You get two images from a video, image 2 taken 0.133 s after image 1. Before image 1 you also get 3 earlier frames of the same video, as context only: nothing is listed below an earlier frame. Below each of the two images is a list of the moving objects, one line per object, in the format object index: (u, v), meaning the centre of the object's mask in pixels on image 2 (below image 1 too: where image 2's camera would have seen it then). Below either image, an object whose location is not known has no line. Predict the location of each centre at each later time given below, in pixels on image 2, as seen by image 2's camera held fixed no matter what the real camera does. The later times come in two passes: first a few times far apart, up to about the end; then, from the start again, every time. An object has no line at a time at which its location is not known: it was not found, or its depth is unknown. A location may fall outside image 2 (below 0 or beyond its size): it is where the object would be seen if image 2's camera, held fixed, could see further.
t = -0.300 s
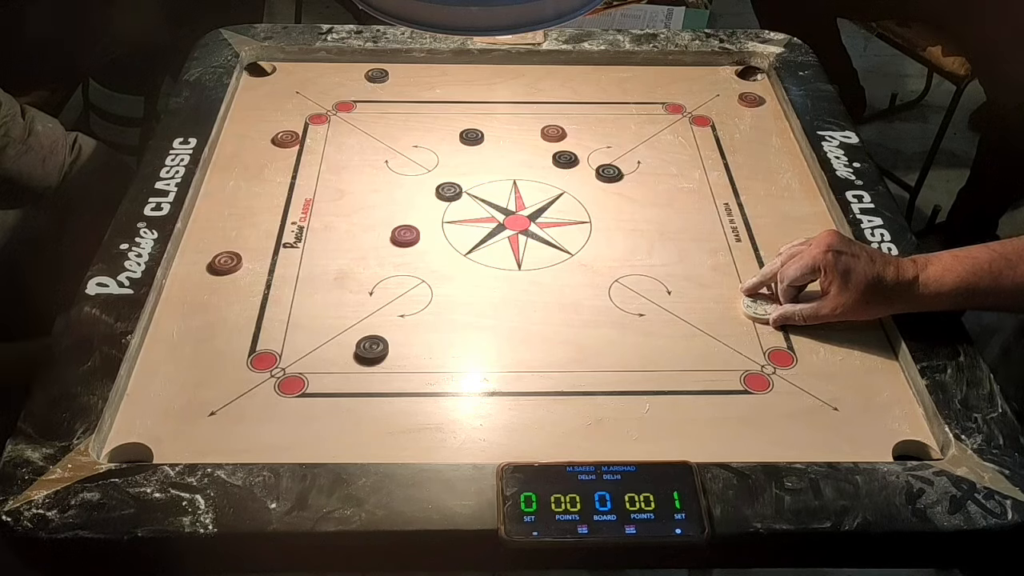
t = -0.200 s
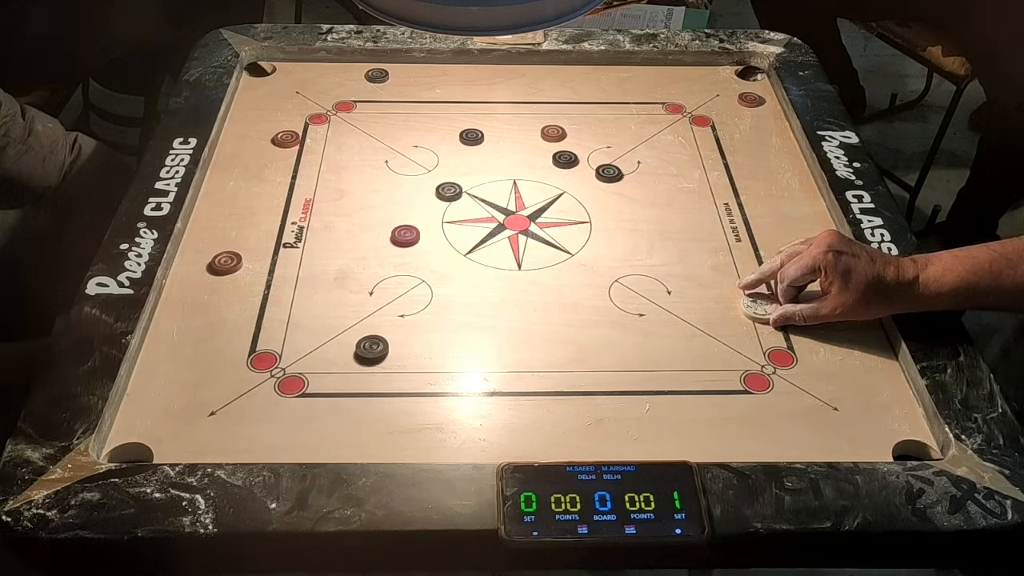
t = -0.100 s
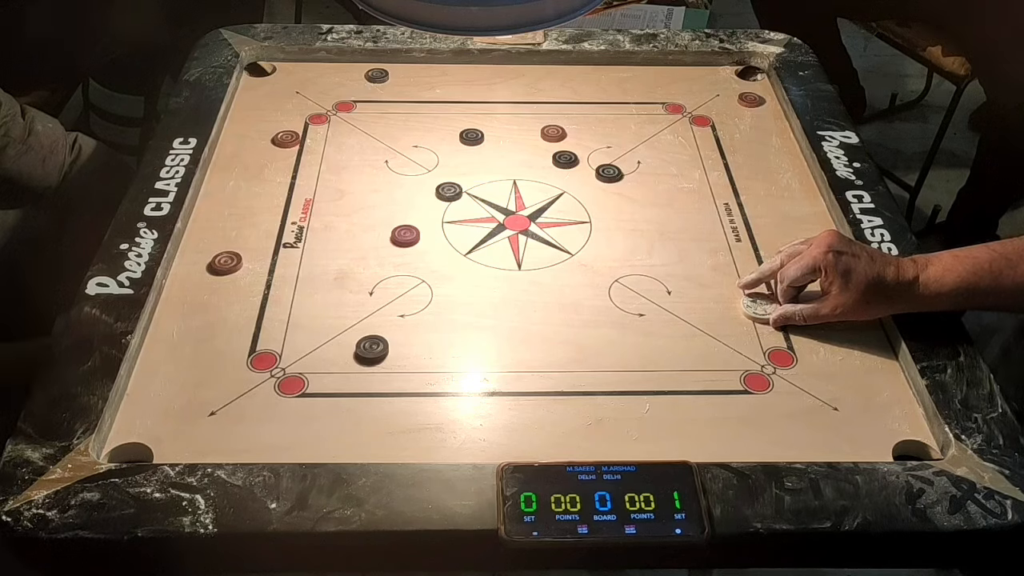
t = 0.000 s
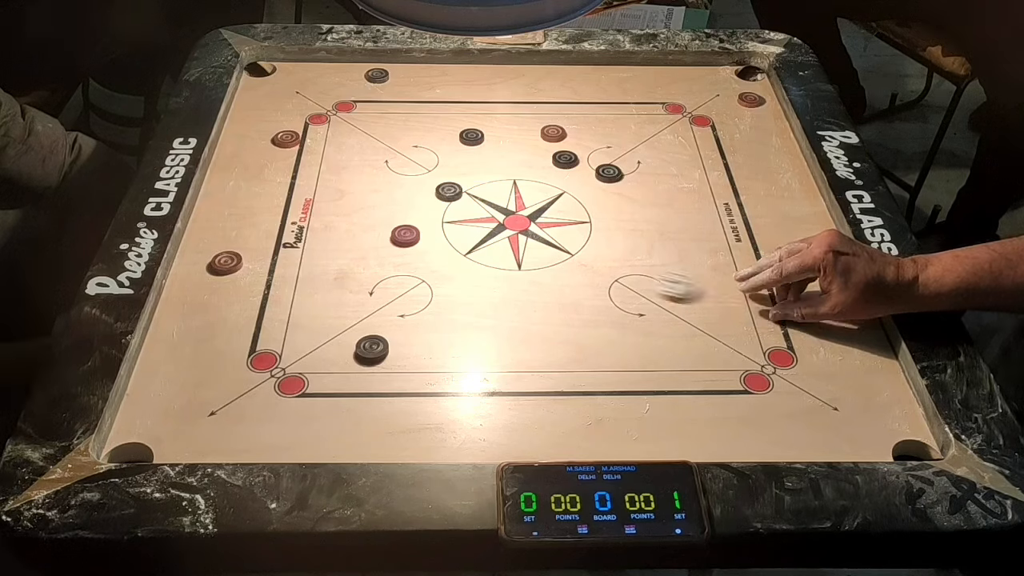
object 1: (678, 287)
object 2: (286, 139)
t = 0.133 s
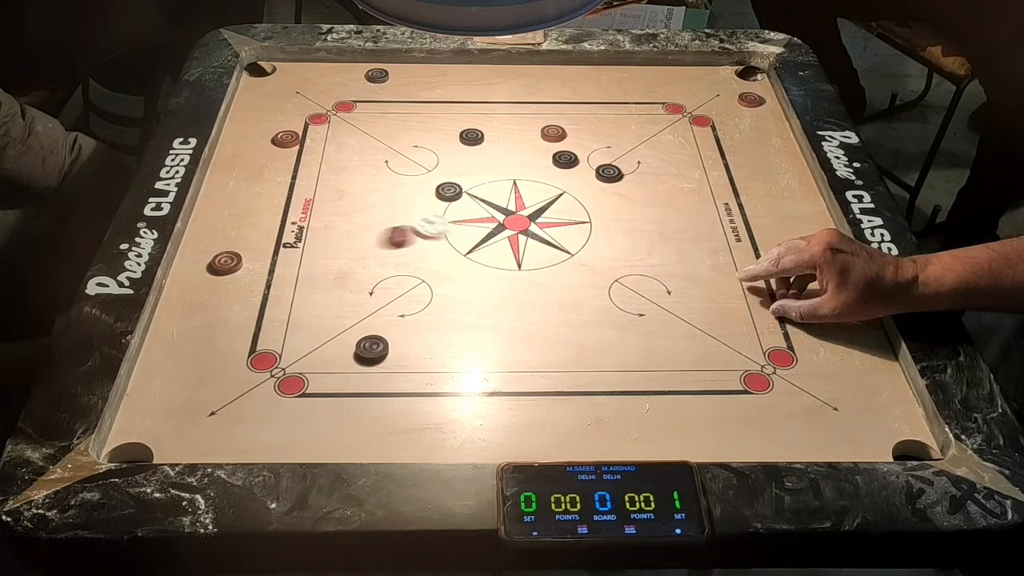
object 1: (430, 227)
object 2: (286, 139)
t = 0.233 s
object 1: (338, 180)
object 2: (286, 139)
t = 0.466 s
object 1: (258, 137)
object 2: (271, 67)
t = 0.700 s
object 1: (326, 129)
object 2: (244, 97)
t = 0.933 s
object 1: (344, 126)
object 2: (244, 105)
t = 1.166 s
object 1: (345, 126)
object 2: (245, 106)
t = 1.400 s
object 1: (344, 126)
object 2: (245, 107)
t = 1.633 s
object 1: (344, 126)
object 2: (245, 107)
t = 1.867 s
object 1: (344, 126)
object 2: (245, 107)
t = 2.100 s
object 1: (344, 126)
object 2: (245, 107)
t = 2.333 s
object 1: (344, 126)
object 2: (245, 107)
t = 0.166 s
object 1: (397, 210)
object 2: (286, 139)
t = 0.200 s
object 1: (366, 195)
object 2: (286, 139)
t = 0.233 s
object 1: (338, 180)
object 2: (286, 139)
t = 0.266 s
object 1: (312, 165)
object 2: (286, 139)
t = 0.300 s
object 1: (287, 154)
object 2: (285, 136)
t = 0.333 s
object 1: (269, 149)
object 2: (272, 117)
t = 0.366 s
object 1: (251, 145)
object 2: (261, 101)
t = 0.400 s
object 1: (236, 141)
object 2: (252, 86)
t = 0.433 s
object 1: (244, 139)
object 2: (263, 72)
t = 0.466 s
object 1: (258, 137)
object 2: (271, 67)
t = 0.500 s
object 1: (272, 136)
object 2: (267, 70)
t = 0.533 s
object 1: (283, 134)
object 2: (262, 72)
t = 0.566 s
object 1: (294, 132)
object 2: (256, 82)
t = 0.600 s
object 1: (304, 131)
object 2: (253, 85)
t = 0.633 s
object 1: (313, 130)
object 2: (249, 88)
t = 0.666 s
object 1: (320, 129)
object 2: (246, 94)
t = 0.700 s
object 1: (326, 129)
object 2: (244, 97)
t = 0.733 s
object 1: (332, 127)
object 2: (243, 99)
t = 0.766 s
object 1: (336, 127)
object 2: (244, 103)
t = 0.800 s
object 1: (339, 126)
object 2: (243, 103)
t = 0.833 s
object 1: (342, 126)
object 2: (243, 104)
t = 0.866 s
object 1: (343, 126)
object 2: (243, 105)
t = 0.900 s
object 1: (344, 126)
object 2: (243, 105)
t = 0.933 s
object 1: (344, 126)
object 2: (244, 105)
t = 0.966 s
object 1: (344, 126)
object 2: (245, 106)
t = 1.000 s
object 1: (344, 126)
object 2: (245, 106)
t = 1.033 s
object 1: (344, 126)
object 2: (245, 106)
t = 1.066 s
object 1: (345, 126)
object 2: (245, 107)
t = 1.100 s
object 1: (344, 126)
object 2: (244, 106)
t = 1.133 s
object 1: (344, 126)
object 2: (245, 106)
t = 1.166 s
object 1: (345, 126)
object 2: (245, 106)
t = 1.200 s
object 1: (344, 126)
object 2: (245, 107)
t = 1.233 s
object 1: (344, 126)
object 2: (245, 107)
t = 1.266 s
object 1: (345, 126)
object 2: (245, 107)
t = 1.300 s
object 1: (344, 126)
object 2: (245, 107)
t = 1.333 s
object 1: (344, 126)
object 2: (245, 107)
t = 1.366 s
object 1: (344, 126)
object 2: (245, 107)
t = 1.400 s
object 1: (344, 126)
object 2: (245, 107)
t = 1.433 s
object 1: (344, 126)
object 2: (245, 107)
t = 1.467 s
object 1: (344, 126)
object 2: (245, 107)
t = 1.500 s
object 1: (344, 126)
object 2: (245, 107)
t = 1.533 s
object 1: (344, 126)
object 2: (245, 107)
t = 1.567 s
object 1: (344, 126)
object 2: (245, 107)
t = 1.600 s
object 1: (344, 126)
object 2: (245, 107)
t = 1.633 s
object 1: (344, 126)
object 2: (245, 107)
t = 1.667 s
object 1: (344, 126)
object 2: (245, 107)
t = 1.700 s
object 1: (344, 126)
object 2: (245, 107)
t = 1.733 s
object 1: (344, 126)
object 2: (245, 107)
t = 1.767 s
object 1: (344, 126)
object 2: (245, 107)
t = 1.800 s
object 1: (344, 126)
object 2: (245, 107)
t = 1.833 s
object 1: (344, 126)
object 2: (245, 107)
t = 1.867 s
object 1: (344, 126)
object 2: (245, 107)
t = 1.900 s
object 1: (344, 126)
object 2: (245, 107)
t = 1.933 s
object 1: (344, 125)
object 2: (245, 107)
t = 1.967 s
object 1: (344, 126)
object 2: (245, 107)
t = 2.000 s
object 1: (344, 126)
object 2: (245, 107)
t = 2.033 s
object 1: (344, 126)
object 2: (245, 107)
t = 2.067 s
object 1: (344, 126)
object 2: (245, 107)
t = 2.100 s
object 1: (344, 126)
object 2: (245, 107)
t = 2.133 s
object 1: (344, 126)
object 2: (245, 107)
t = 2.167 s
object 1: (344, 126)
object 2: (245, 107)
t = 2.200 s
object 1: (344, 126)
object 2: (245, 107)
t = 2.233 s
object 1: (344, 126)
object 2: (245, 107)
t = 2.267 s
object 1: (344, 126)
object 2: (245, 107)
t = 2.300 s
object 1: (344, 126)
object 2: (245, 107)
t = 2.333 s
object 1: (344, 126)
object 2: (245, 107)
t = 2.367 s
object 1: (344, 126)
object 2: (245, 107)
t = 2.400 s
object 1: (344, 126)
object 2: (245, 107)
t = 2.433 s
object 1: (344, 126)
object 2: (245, 107)
